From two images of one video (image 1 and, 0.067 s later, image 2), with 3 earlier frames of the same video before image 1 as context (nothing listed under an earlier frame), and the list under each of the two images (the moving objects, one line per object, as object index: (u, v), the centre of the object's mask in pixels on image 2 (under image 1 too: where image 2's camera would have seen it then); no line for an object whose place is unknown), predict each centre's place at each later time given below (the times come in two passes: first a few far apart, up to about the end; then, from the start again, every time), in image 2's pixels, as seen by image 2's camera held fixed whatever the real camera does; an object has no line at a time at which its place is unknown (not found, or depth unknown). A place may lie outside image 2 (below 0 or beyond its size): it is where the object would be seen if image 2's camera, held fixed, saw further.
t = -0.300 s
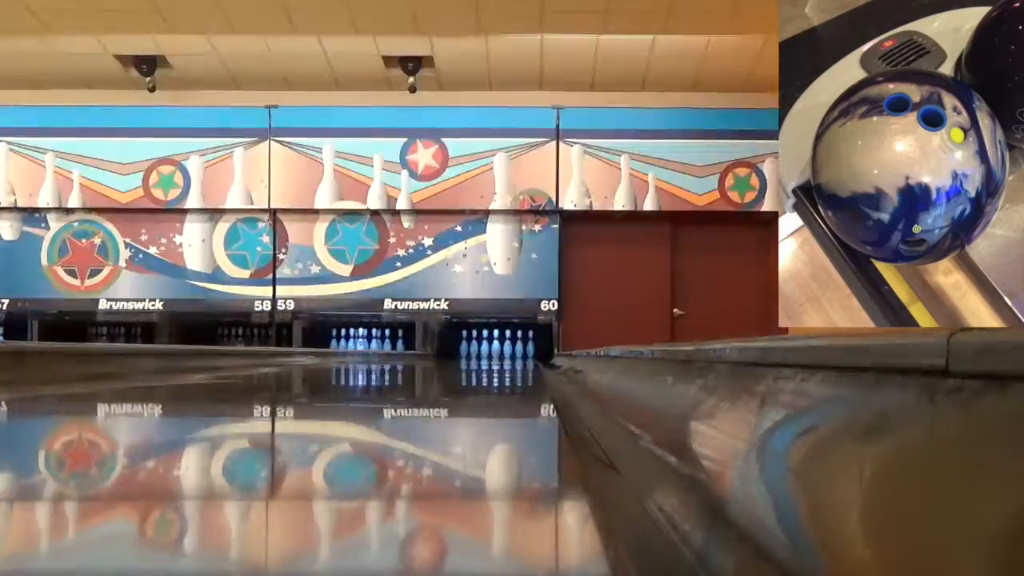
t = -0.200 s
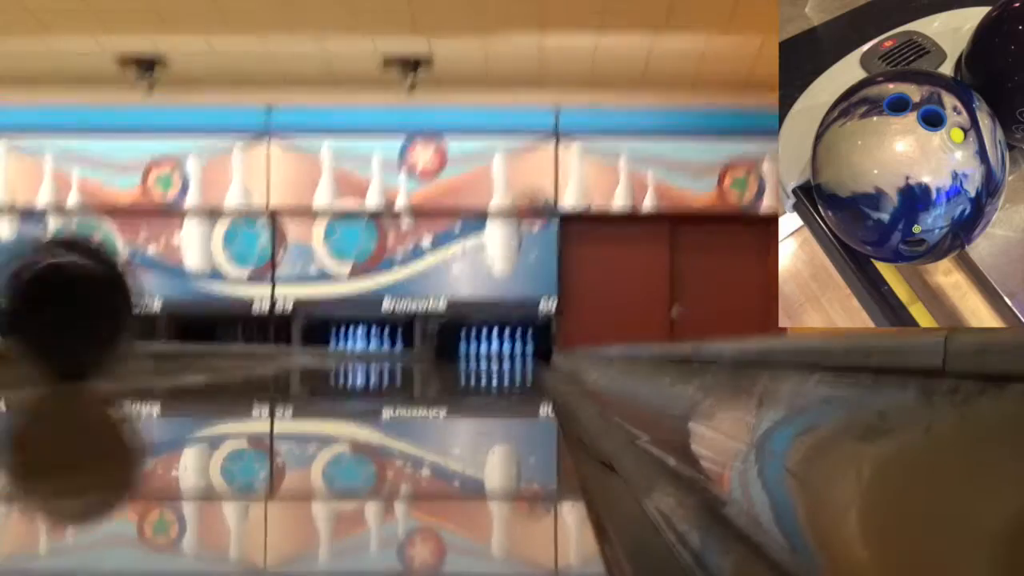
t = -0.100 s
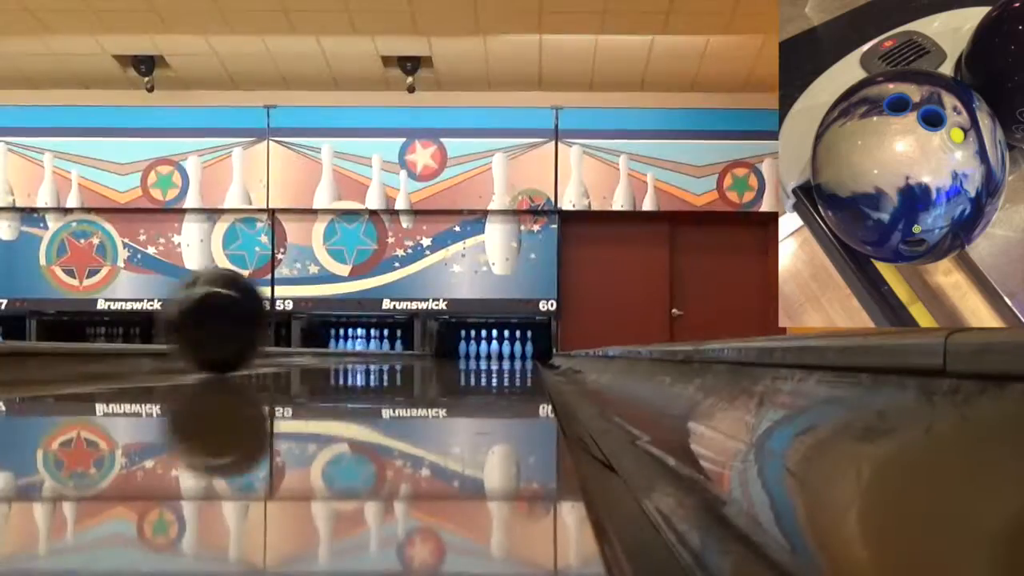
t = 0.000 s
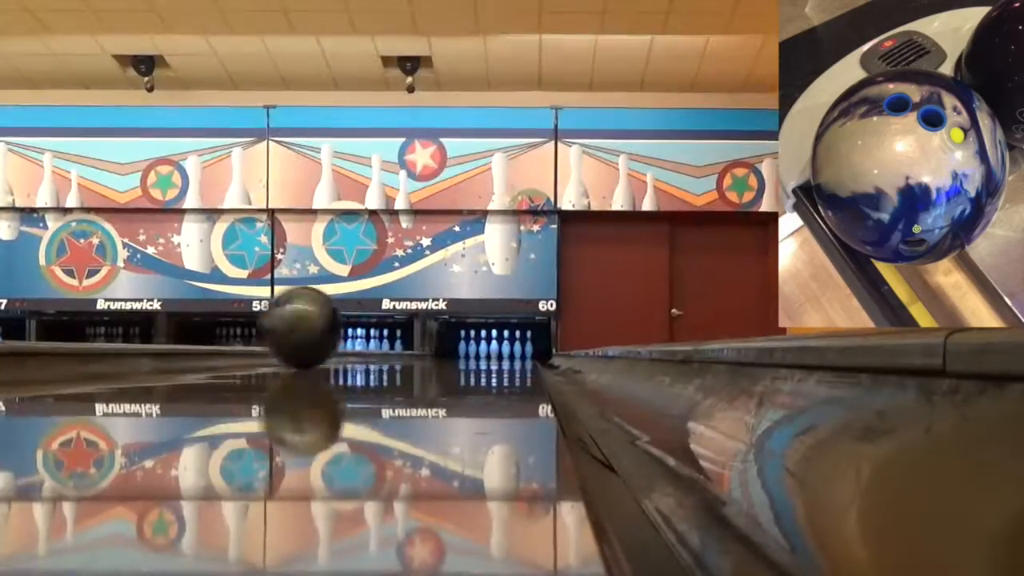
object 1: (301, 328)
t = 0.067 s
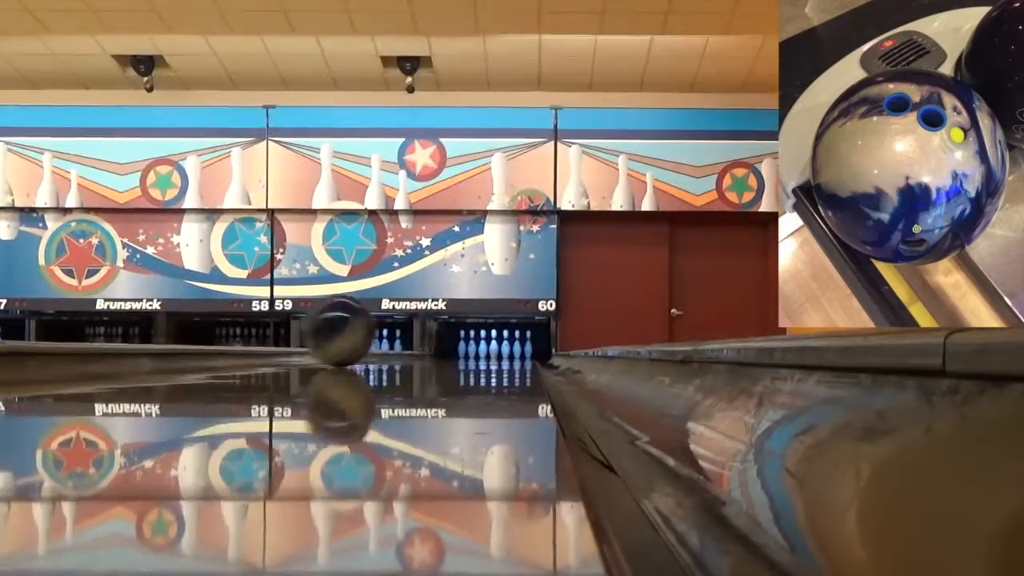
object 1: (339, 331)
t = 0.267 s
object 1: (412, 337)
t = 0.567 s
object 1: (464, 343)
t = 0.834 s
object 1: (491, 346)
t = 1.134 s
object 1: (508, 349)
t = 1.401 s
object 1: (514, 350)
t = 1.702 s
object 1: (511, 350)
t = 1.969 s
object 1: (502, 350)
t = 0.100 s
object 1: (354, 332)
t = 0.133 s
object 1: (368, 333)
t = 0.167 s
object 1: (381, 334)
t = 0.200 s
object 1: (392, 336)
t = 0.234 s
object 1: (401, 337)
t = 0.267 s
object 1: (412, 337)
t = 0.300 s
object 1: (420, 338)
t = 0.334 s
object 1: (427, 339)
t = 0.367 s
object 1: (434, 339)
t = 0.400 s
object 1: (441, 340)
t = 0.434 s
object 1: (445, 341)
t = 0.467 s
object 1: (450, 341)
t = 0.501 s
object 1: (456, 341)
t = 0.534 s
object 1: (460, 342)
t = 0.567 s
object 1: (464, 343)
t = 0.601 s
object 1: (469, 343)
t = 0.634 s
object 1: (472, 343)
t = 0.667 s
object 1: (476, 344)
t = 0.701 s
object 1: (479, 344)
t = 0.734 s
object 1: (483, 345)
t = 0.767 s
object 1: (486, 345)
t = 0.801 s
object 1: (488, 346)
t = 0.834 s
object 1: (491, 346)
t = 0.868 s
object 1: (494, 347)
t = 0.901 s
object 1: (496, 346)
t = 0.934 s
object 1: (498, 347)
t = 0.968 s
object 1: (500, 347)
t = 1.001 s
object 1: (501, 347)
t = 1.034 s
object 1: (503, 348)
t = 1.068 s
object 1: (504, 348)
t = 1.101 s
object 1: (507, 349)
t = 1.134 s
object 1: (508, 349)
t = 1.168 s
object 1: (509, 348)
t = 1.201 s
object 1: (510, 349)
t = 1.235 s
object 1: (511, 348)
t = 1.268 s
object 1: (511, 349)
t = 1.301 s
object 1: (512, 349)
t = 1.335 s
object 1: (512, 350)
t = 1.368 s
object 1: (514, 349)
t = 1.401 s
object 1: (514, 350)
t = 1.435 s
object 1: (514, 350)
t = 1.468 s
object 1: (515, 350)
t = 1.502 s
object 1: (514, 350)
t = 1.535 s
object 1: (514, 350)
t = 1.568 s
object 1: (514, 350)
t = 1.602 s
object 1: (514, 351)
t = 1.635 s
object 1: (514, 350)
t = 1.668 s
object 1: (514, 350)
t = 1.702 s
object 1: (511, 350)
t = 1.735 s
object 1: (511, 350)
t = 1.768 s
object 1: (509, 350)
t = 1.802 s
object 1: (507, 350)
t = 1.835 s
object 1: (506, 351)
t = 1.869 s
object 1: (505, 350)
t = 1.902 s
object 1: (504, 351)
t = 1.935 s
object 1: (502, 351)
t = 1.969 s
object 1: (502, 350)
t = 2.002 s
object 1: (502, 352)
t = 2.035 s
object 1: (502, 351)
